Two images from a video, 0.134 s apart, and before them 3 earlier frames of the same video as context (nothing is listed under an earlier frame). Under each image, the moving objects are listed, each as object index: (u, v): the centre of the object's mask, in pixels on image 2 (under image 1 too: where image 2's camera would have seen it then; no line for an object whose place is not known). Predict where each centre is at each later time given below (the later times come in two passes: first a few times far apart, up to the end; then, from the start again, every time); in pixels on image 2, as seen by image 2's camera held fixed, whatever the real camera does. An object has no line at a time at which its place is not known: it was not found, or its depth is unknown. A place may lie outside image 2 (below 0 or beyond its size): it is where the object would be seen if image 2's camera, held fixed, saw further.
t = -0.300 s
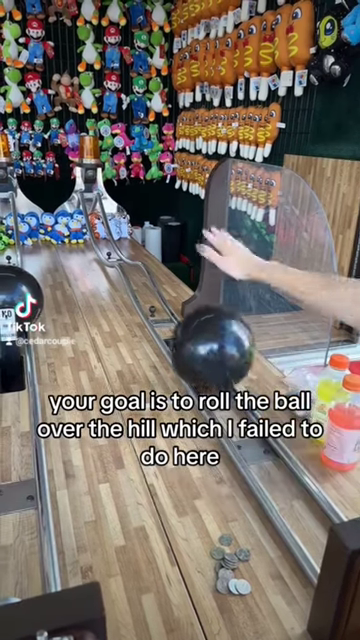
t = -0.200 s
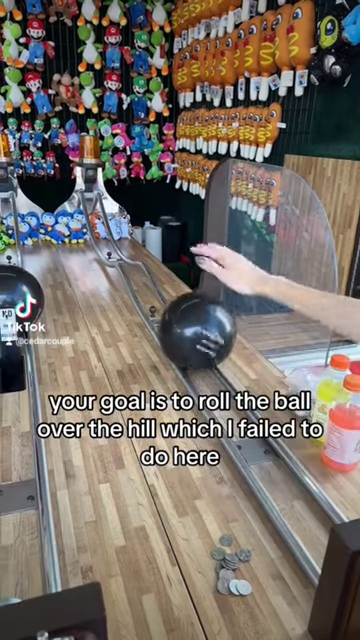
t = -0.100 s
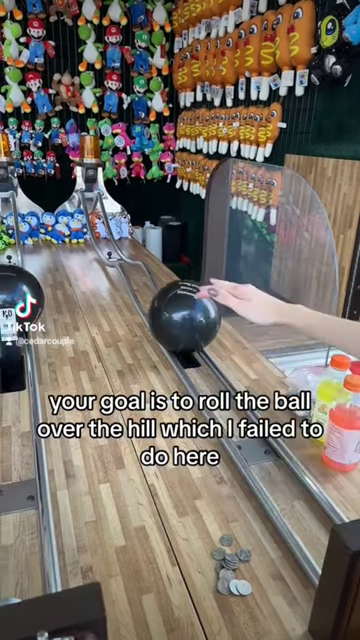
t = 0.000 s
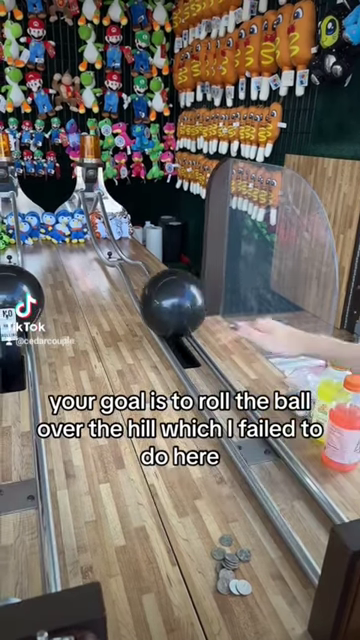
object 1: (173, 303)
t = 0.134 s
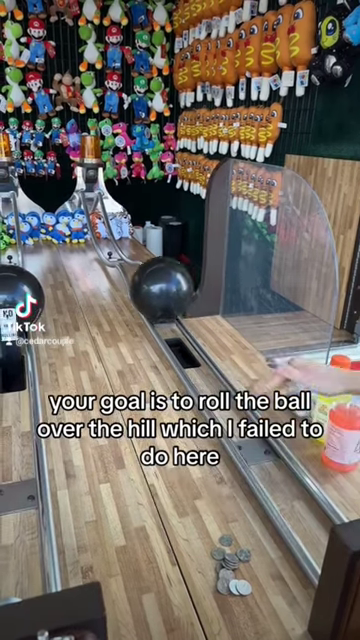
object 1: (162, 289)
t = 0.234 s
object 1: (153, 277)
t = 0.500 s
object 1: (140, 252)
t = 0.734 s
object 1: (136, 244)
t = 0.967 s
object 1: (134, 242)
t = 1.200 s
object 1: (134, 242)
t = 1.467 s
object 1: (134, 242)
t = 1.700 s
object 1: (135, 243)
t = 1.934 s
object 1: (138, 248)
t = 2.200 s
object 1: (147, 269)
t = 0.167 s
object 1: (159, 287)
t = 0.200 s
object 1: (156, 283)
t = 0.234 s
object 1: (153, 277)
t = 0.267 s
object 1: (151, 274)
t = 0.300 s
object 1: (148, 270)
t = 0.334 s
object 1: (147, 267)
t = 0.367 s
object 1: (145, 263)
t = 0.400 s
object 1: (143, 260)
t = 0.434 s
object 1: (142, 257)
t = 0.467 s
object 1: (141, 254)
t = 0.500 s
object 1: (140, 252)
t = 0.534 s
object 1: (139, 250)
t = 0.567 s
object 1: (138, 249)
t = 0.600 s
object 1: (137, 248)
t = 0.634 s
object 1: (137, 247)
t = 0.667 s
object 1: (137, 246)
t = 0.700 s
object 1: (136, 245)
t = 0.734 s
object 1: (136, 244)
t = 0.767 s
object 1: (135, 244)
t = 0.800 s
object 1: (135, 243)
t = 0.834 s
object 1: (135, 243)
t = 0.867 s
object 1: (135, 243)
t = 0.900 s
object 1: (135, 243)
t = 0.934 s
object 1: (134, 242)
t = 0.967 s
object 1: (134, 242)
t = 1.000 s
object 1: (134, 242)
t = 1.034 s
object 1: (134, 242)
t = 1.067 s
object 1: (134, 242)
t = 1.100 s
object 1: (134, 242)
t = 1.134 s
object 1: (134, 242)
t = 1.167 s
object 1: (134, 242)
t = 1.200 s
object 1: (134, 242)
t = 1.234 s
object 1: (134, 242)
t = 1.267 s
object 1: (134, 242)
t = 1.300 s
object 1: (134, 242)
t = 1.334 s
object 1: (134, 242)
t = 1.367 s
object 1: (134, 242)
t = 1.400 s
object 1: (134, 242)
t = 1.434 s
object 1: (134, 242)
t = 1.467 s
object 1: (134, 242)
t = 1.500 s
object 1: (134, 242)
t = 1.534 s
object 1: (134, 242)
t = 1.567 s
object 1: (134, 242)
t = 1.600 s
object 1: (134, 242)
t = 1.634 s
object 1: (135, 243)
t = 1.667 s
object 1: (135, 243)
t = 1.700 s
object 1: (135, 243)
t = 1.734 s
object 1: (135, 244)
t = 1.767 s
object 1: (135, 244)
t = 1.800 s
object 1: (136, 245)
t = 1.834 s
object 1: (136, 245)
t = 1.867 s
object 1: (136, 246)
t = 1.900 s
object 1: (137, 247)
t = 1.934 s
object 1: (138, 248)
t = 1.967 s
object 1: (138, 249)
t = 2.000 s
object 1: (139, 251)
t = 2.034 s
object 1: (140, 253)
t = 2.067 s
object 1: (141, 256)
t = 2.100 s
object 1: (143, 259)
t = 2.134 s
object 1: (144, 262)
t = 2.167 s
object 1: (146, 266)
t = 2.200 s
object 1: (147, 269)
